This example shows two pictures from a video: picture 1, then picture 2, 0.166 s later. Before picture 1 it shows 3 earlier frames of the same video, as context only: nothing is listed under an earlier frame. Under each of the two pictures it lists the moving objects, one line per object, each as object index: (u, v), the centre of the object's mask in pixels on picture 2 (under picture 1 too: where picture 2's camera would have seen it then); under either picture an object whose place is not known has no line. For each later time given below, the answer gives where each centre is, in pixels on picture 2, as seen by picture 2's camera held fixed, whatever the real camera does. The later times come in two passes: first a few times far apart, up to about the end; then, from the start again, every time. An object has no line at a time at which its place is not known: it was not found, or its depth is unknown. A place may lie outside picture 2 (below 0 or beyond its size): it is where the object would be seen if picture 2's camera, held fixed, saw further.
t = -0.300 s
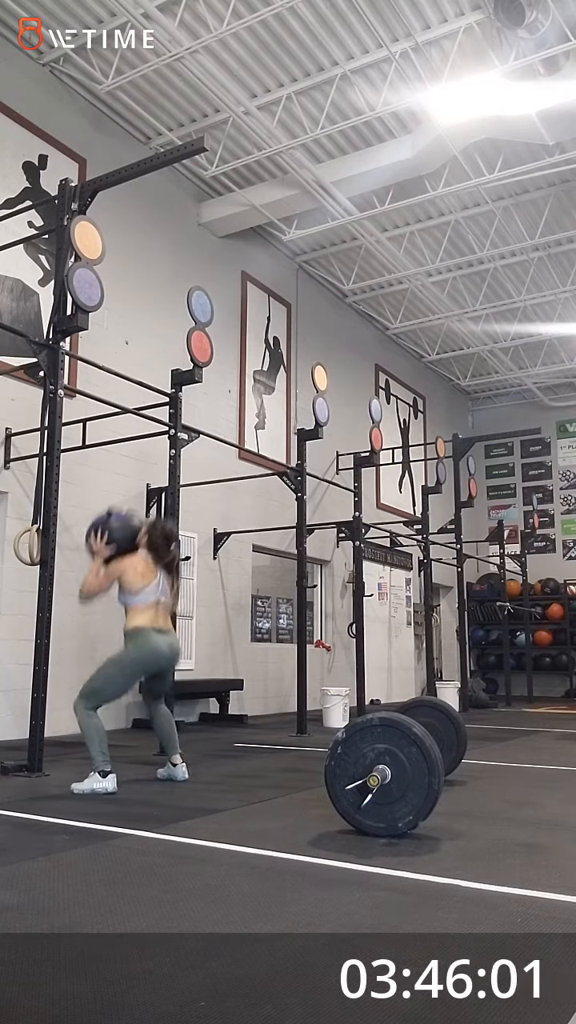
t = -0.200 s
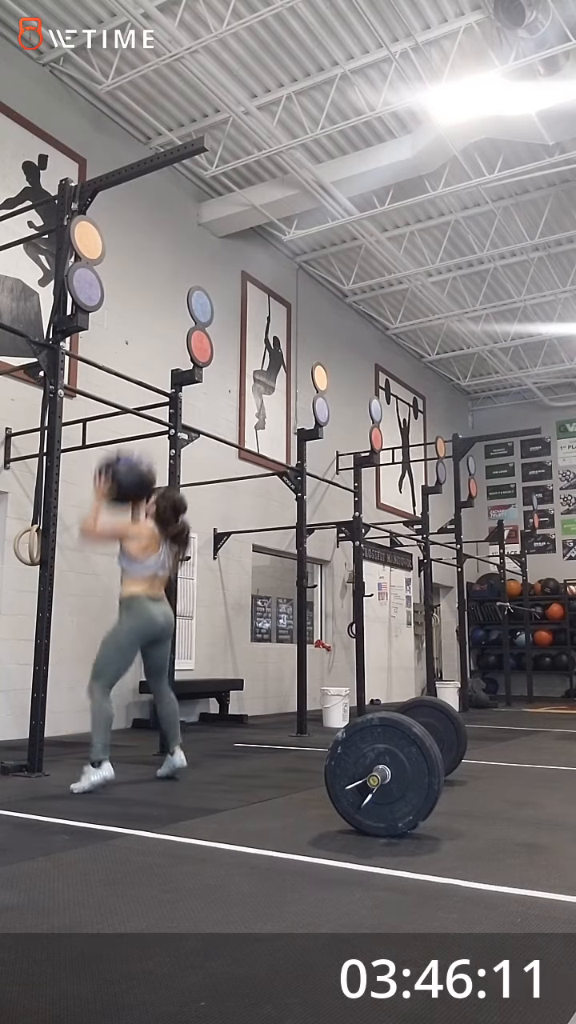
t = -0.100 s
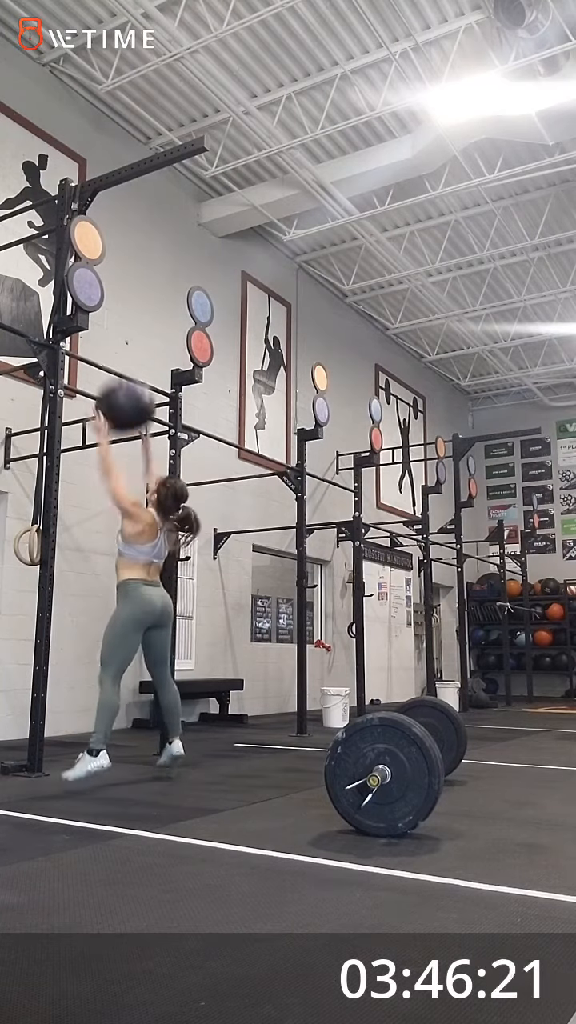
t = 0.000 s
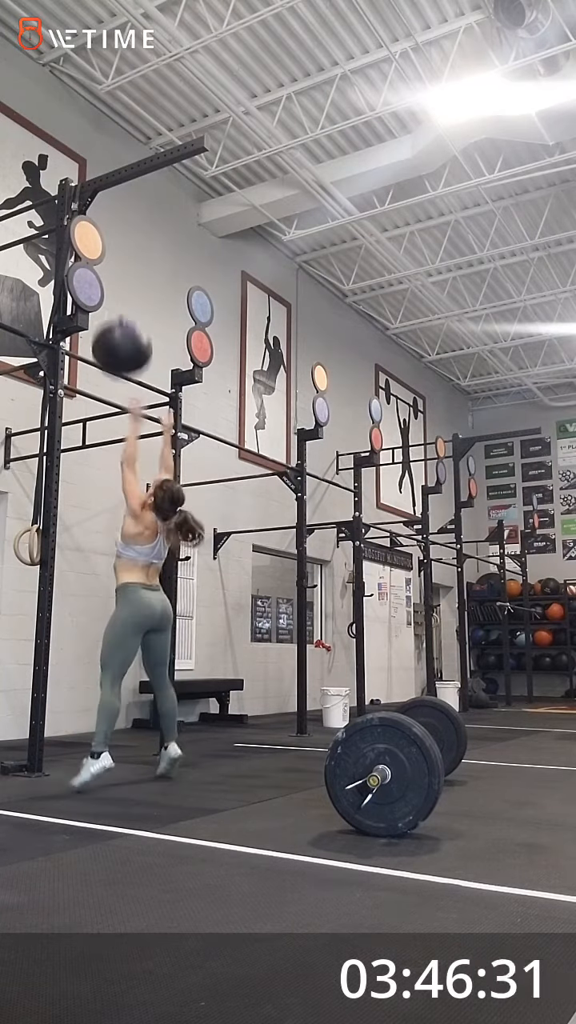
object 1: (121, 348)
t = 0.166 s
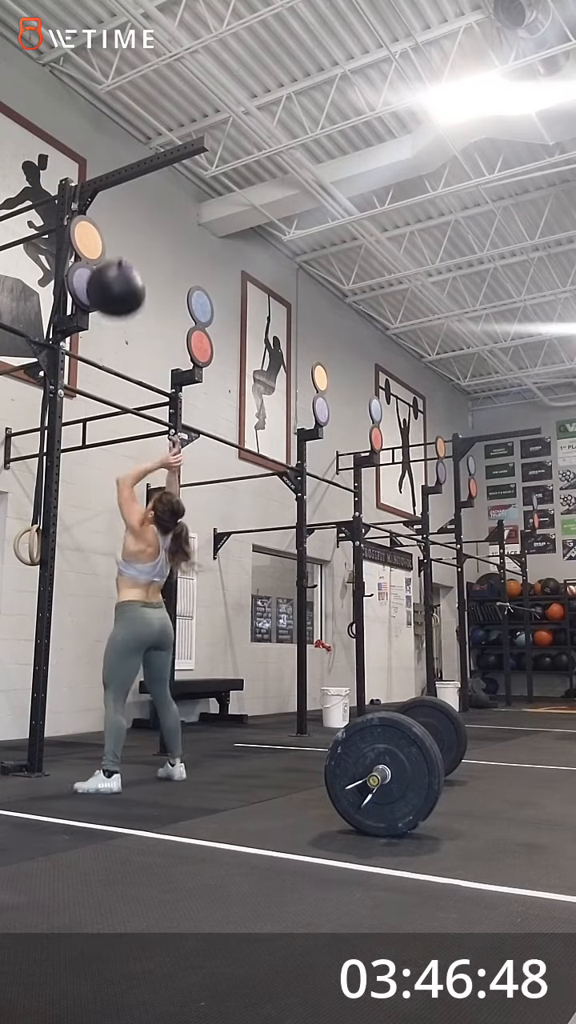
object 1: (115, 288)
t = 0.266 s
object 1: (112, 275)
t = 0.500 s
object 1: (118, 299)
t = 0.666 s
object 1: (120, 368)
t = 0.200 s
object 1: (114, 283)
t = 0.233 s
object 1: (112, 278)
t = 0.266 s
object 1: (112, 275)
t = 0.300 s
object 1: (113, 273)
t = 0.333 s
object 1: (114, 273)
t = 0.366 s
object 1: (115, 274)
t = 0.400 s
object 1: (116, 277)
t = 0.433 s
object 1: (117, 283)
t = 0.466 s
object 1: (117, 290)
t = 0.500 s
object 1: (118, 299)
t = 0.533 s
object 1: (119, 309)
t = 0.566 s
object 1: (119, 321)
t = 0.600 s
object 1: (119, 335)
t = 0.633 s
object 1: (120, 350)
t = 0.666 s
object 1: (120, 368)
